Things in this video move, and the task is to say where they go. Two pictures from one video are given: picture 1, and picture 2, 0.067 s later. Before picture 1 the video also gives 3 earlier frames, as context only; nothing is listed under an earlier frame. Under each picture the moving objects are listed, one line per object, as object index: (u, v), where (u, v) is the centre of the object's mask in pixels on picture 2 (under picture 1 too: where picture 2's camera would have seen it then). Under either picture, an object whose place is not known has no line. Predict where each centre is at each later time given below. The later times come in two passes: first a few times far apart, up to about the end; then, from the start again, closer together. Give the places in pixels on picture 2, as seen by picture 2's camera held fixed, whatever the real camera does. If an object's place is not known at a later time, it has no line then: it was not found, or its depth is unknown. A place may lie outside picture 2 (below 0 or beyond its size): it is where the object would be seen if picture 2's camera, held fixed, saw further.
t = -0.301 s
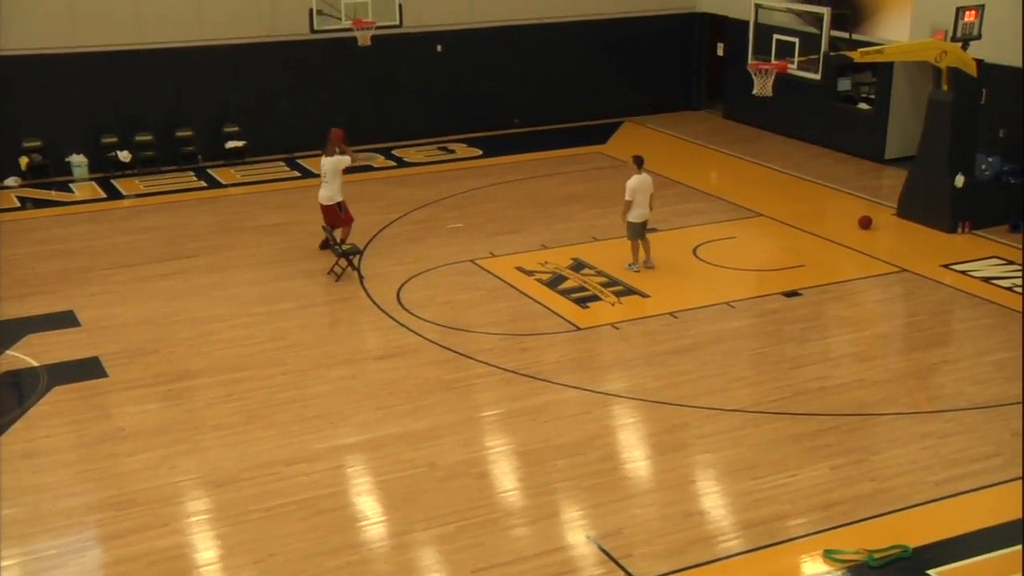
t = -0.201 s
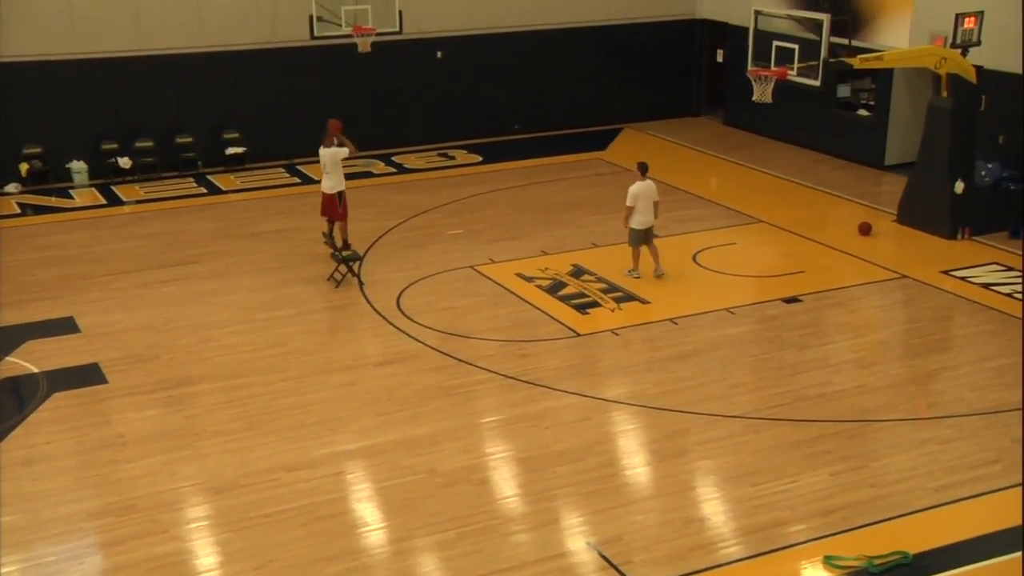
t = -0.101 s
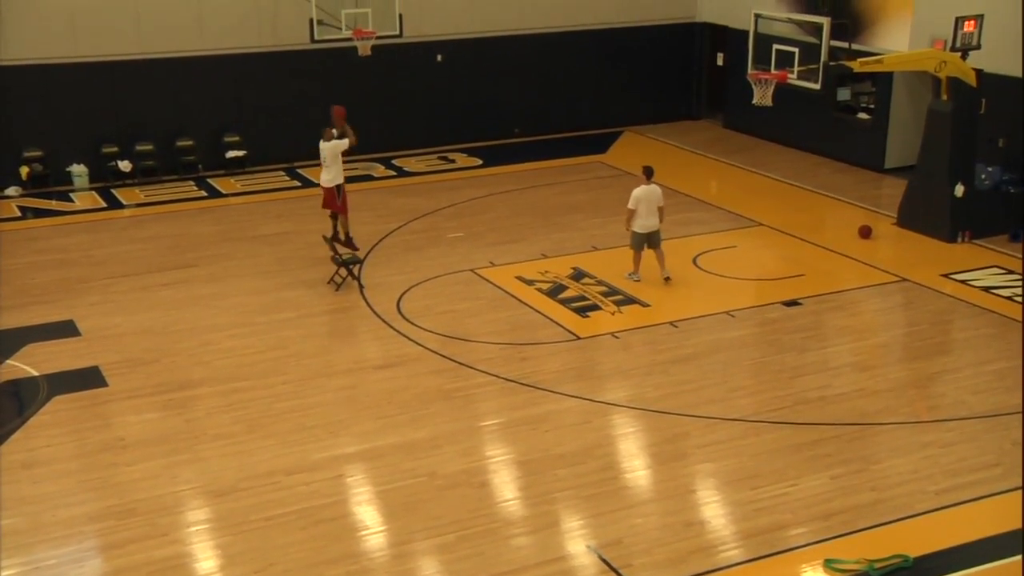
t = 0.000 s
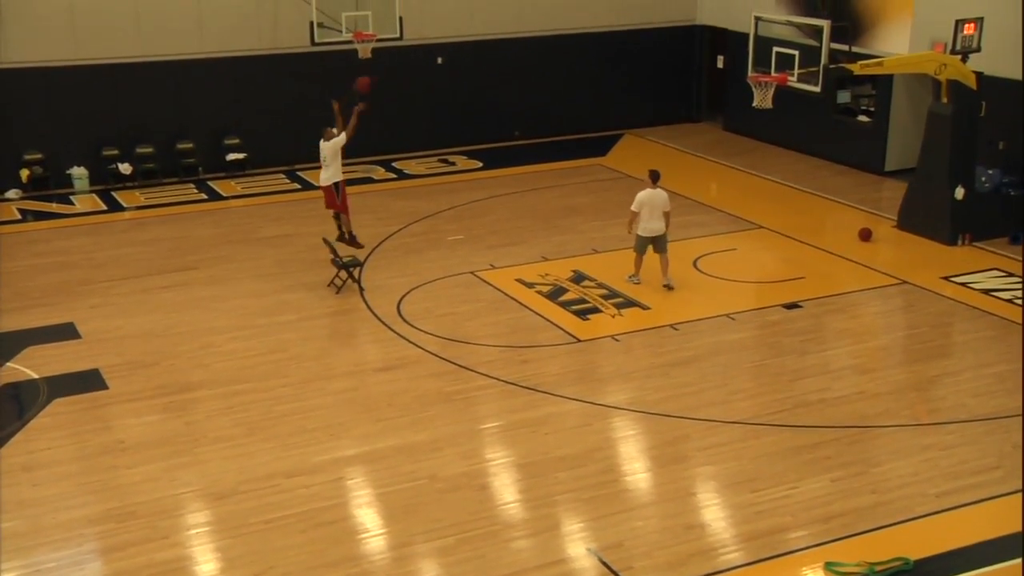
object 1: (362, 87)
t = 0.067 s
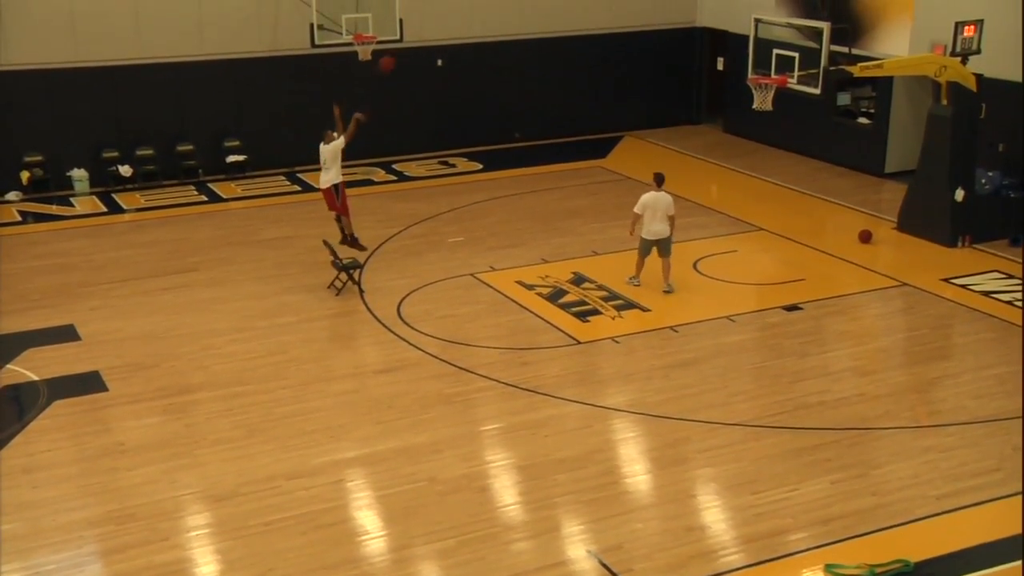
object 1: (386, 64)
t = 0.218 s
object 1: (440, 23)
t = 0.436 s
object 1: (518, -11)
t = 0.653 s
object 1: (597, -13)
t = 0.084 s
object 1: (392, 59)
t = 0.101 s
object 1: (398, 55)
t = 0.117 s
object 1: (403, 50)
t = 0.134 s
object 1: (410, 44)
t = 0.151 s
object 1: (416, 40)
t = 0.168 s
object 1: (422, 35)
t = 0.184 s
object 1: (428, 31)
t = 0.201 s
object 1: (434, 26)
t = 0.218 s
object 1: (440, 23)
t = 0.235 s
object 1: (446, 19)
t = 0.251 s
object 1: (452, 15)
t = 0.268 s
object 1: (458, 12)
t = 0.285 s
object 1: (464, 9)
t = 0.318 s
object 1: (476, 4)
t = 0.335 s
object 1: (482, 1)
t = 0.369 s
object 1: (495, -4)
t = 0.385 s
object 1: (501, -6)
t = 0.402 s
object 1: (507, -7)
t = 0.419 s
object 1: (512, -9)
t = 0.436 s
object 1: (518, -11)
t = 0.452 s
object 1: (524, -12)
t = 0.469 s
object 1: (530, -13)
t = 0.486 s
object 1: (536, -14)
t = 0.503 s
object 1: (542, -15)
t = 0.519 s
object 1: (548, -15)
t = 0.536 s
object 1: (554, -15)
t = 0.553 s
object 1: (560, -16)
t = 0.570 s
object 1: (566, -16)
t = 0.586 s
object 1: (573, -16)
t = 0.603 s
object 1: (579, -15)
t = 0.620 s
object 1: (585, -15)
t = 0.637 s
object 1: (591, -14)
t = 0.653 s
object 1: (597, -13)
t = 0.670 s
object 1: (603, -13)
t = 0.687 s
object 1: (609, -11)
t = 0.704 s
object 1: (615, -10)
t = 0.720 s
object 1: (621, -8)
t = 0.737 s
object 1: (627, -7)
